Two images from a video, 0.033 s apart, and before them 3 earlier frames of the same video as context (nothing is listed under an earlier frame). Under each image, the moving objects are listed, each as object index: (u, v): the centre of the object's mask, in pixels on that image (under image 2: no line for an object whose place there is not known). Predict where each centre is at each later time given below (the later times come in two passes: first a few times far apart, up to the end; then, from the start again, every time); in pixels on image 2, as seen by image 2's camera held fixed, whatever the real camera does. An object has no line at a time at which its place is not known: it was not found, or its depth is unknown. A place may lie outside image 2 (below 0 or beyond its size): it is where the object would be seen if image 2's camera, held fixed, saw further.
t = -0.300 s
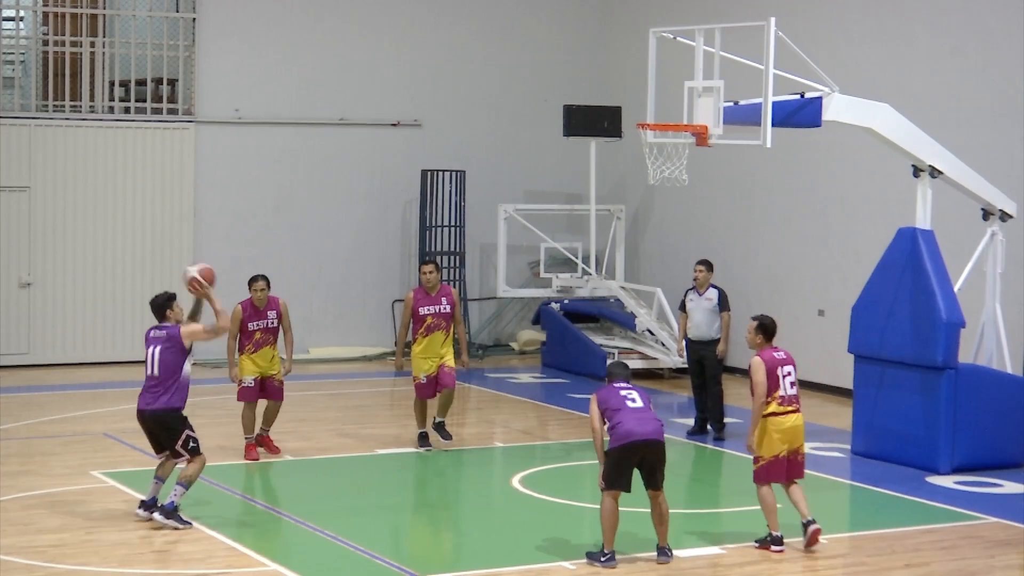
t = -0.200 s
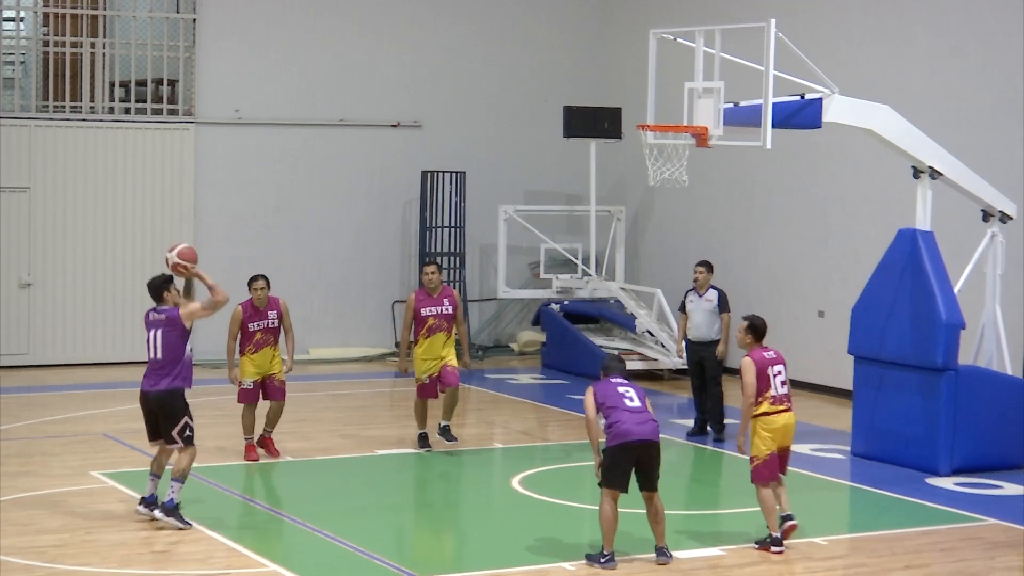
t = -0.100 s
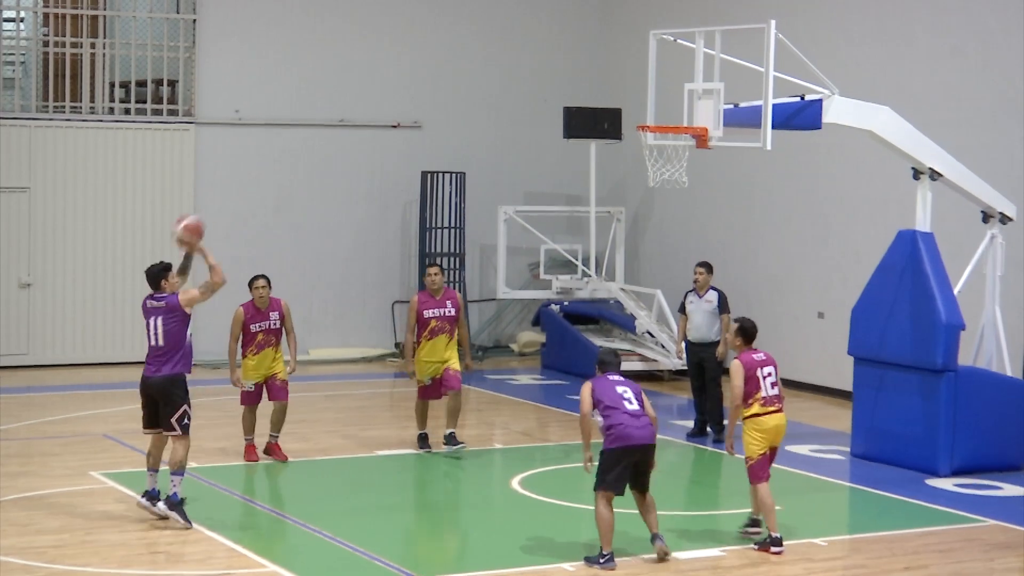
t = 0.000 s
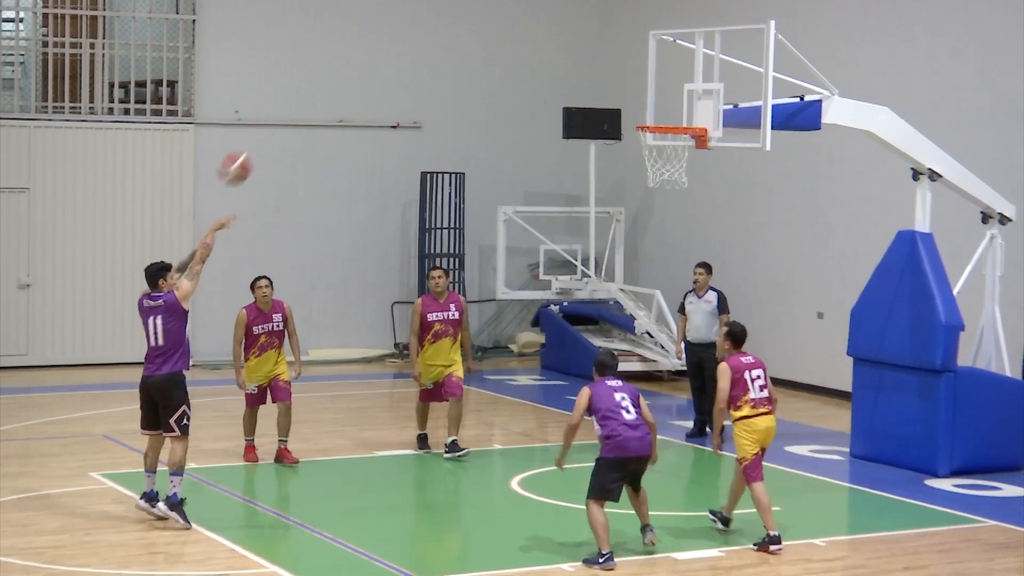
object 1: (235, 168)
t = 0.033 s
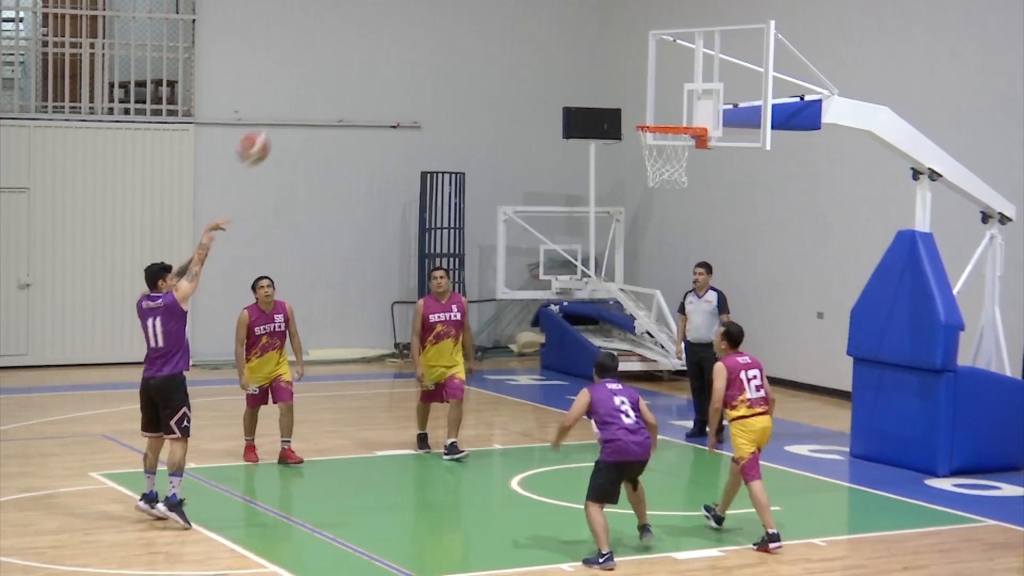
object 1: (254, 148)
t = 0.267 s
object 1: (381, 54)
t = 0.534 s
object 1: (513, 30)
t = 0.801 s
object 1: (633, 92)
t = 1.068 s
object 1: (696, 103)
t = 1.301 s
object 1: (655, 110)
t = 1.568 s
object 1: (634, 125)
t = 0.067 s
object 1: (273, 129)
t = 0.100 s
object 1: (291, 112)
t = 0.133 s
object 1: (308, 98)
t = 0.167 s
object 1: (327, 84)
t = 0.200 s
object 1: (345, 73)
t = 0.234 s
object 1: (363, 63)
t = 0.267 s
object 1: (381, 54)
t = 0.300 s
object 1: (398, 46)
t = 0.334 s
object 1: (415, 39)
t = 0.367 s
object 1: (432, 34)
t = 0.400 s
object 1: (448, 30)
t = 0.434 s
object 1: (464, 28)
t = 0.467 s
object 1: (480, 28)
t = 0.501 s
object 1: (496, 28)
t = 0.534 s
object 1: (513, 30)
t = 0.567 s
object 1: (529, 34)
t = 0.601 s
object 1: (544, 39)
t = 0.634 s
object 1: (560, 44)
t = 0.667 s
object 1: (575, 51)
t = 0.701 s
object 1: (590, 60)
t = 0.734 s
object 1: (605, 70)
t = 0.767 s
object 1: (619, 80)
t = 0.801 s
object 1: (633, 92)
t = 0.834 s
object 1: (648, 106)
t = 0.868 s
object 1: (659, 111)
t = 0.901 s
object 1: (667, 107)
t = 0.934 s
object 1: (675, 104)
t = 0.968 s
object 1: (682, 103)
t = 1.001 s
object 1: (689, 104)
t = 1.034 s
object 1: (696, 105)
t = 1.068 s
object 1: (696, 103)
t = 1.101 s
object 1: (690, 101)
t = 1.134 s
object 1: (684, 100)
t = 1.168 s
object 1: (677, 101)
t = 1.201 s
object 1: (671, 103)
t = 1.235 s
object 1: (665, 106)
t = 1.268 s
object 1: (659, 110)
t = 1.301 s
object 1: (655, 110)
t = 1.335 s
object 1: (653, 107)
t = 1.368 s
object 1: (650, 106)
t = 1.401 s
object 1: (647, 106)
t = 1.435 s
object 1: (645, 107)
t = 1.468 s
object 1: (643, 110)
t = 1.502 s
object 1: (640, 115)
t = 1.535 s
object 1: (637, 119)
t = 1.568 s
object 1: (634, 125)
